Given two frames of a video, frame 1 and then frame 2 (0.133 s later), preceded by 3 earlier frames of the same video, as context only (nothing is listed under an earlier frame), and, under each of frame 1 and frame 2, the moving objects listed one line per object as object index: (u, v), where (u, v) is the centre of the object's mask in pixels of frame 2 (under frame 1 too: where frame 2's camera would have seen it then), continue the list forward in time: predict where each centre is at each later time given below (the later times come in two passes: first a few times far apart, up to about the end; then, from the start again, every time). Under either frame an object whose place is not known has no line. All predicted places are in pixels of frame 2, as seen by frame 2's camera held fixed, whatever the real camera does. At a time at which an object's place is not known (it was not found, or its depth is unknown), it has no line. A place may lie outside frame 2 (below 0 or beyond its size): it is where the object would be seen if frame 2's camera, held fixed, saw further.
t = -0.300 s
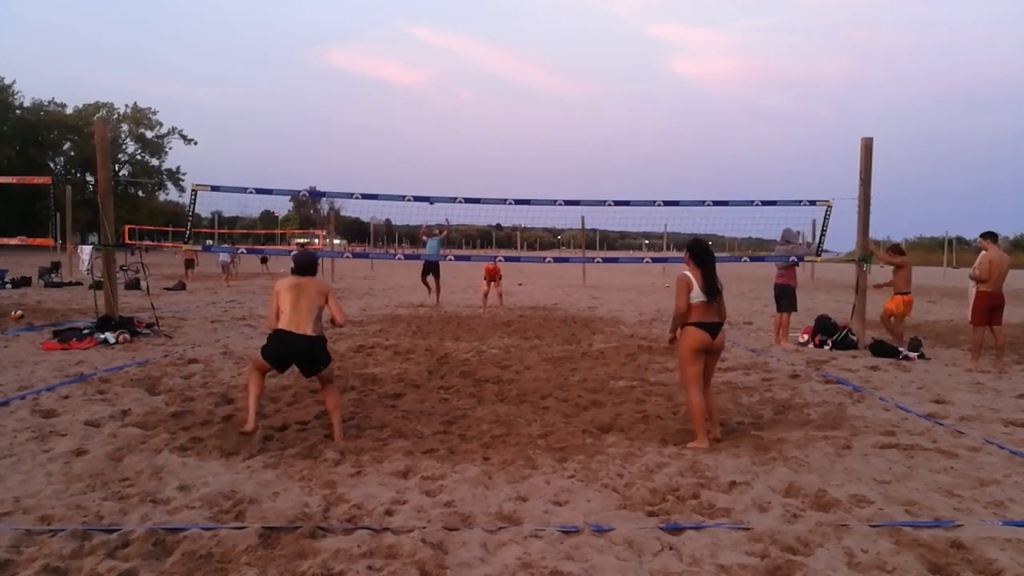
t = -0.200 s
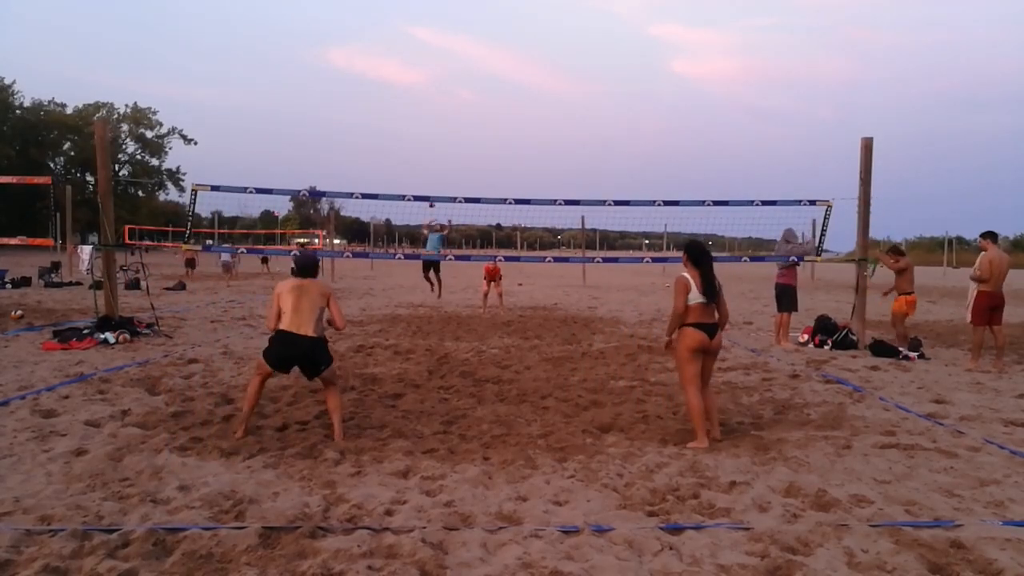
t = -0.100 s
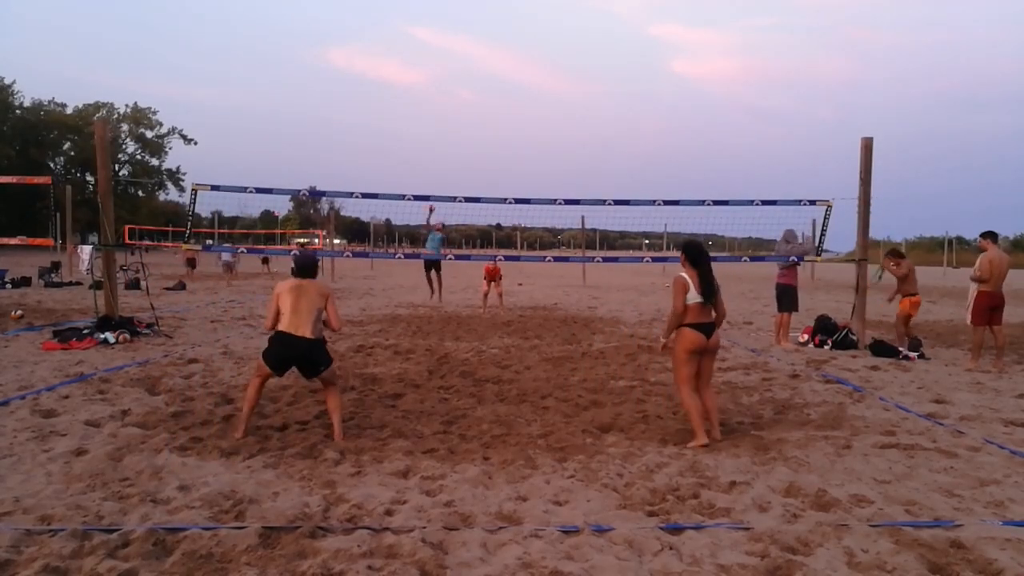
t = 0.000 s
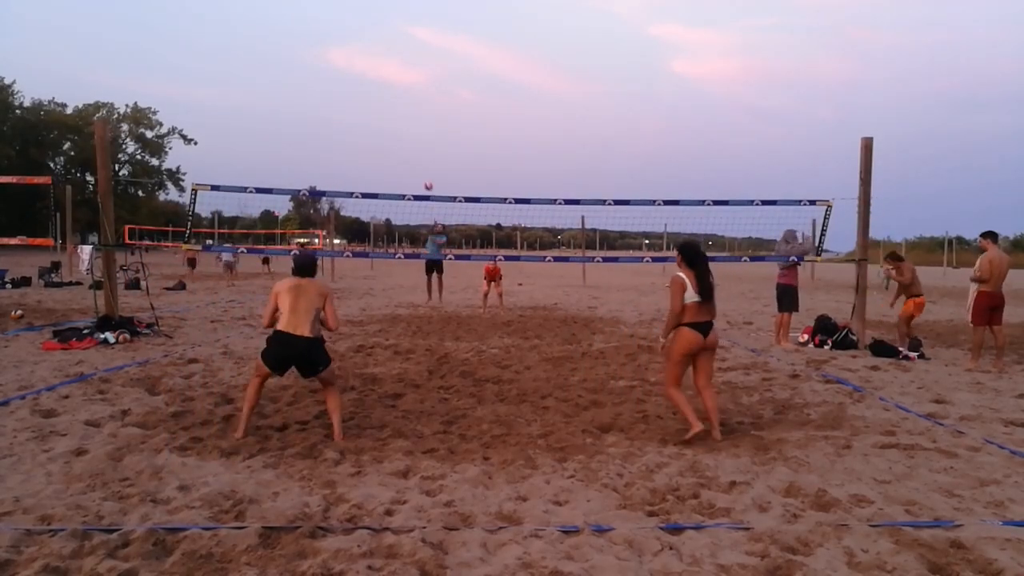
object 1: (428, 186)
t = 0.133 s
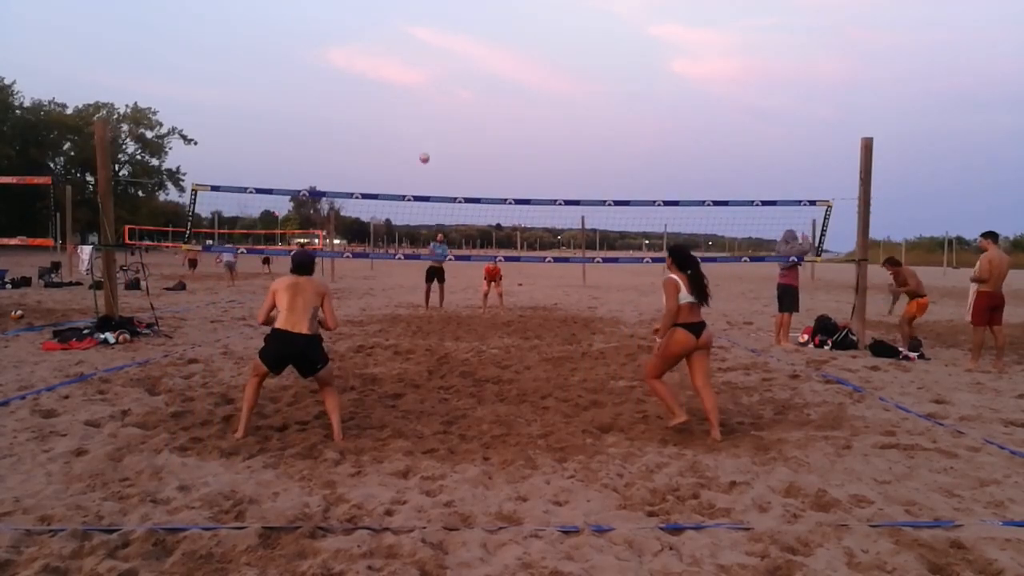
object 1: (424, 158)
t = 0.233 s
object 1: (421, 139)
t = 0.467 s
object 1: (409, 102)
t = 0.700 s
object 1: (390, 90)
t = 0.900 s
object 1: (363, 123)
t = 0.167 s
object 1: (423, 151)
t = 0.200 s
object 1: (422, 145)
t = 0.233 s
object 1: (421, 139)
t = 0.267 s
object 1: (419, 133)
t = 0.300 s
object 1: (418, 127)
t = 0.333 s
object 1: (416, 121)
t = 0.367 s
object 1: (415, 116)
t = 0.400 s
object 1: (413, 111)
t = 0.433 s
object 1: (412, 107)
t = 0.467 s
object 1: (409, 102)
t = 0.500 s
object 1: (407, 98)
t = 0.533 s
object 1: (405, 95)
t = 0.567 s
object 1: (402, 93)
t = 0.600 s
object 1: (400, 91)
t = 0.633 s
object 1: (396, 90)
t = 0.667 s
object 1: (393, 90)
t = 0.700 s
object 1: (390, 90)
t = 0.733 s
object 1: (387, 92)
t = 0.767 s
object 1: (383, 95)
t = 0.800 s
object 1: (379, 100)
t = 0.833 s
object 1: (374, 106)
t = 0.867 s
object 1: (369, 113)
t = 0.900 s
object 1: (363, 123)
